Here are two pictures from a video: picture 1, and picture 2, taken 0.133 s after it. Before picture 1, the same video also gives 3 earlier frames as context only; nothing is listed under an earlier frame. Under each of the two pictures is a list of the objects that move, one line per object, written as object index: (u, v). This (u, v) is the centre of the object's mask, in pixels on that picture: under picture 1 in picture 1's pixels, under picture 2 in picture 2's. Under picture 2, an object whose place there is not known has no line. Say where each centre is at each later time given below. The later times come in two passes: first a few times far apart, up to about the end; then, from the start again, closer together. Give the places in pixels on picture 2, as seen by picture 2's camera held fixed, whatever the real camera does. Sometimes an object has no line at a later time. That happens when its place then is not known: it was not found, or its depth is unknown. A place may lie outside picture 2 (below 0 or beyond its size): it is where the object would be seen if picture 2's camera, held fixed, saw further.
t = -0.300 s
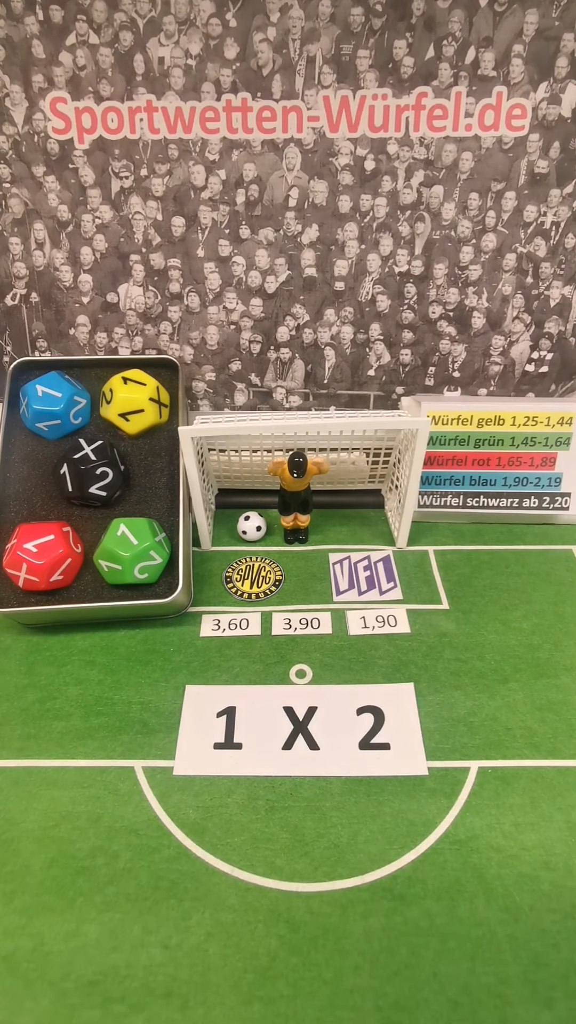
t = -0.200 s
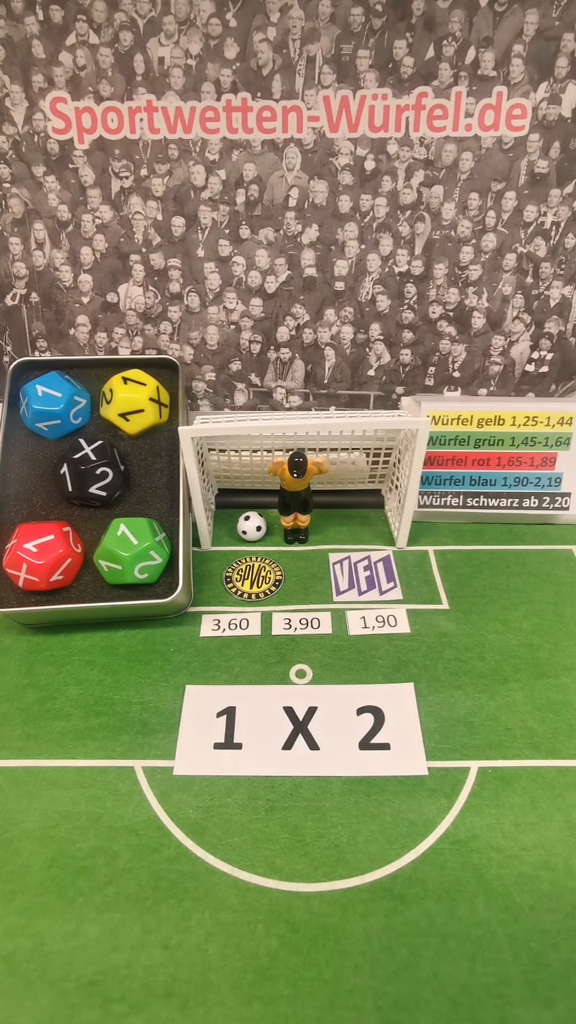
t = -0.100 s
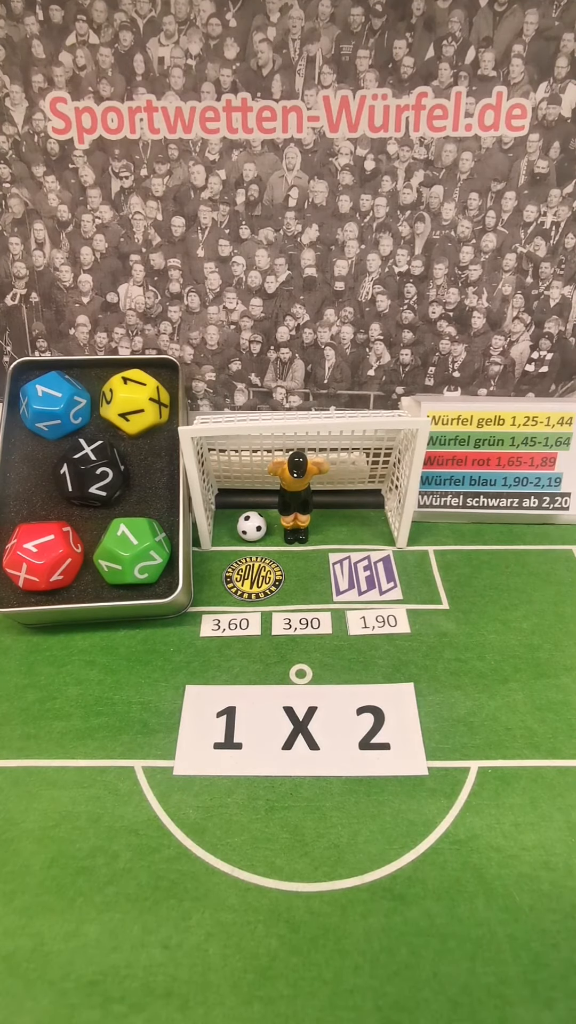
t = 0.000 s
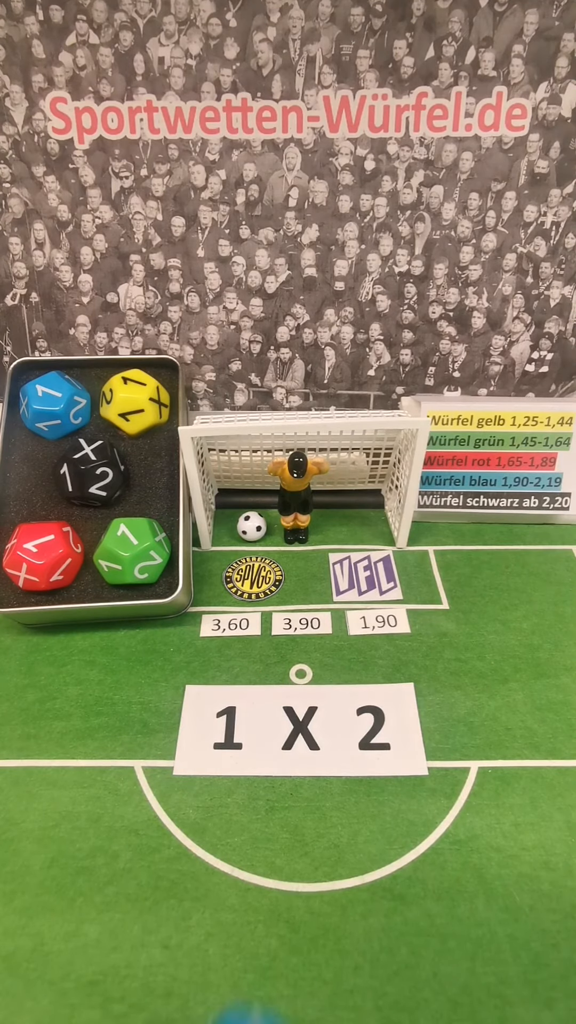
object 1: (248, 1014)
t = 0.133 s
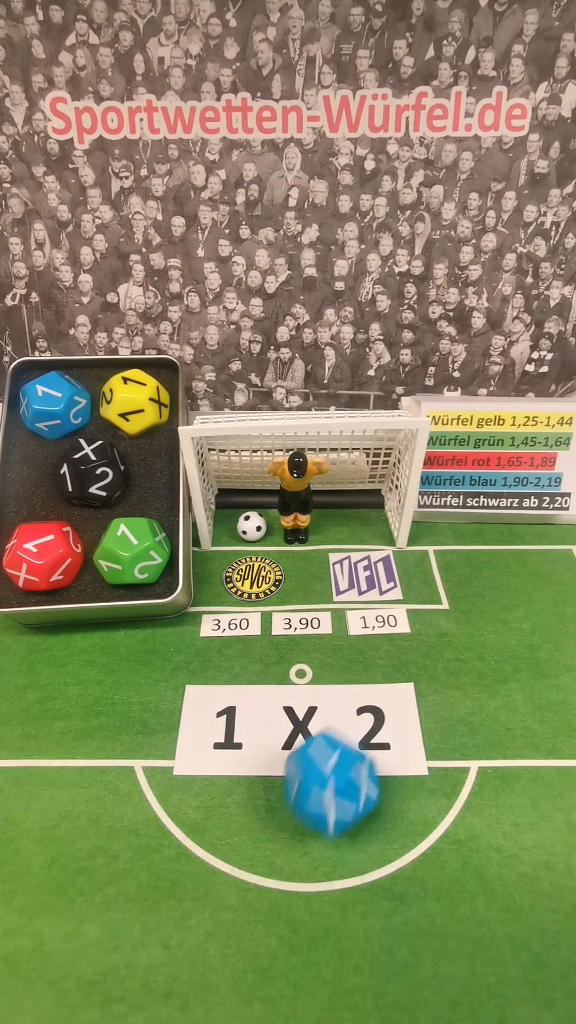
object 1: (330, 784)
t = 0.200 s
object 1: (358, 706)
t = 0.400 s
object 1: (389, 561)
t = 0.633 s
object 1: (369, 540)
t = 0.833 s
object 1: (369, 540)
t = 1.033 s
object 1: (369, 540)
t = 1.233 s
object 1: (369, 540)
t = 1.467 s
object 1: (369, 540)
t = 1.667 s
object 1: (369, 540)
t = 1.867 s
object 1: (369, 540)
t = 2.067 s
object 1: (369, 540)
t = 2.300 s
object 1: (369, 540)
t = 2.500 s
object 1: (369, 539)
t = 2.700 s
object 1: (369, 540)
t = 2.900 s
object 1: (369, 540)
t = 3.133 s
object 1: (369, 540)
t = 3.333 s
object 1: (369, 539)
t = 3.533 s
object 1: (369, 540)
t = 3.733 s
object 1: (369, 540)
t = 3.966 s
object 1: (369, 540)
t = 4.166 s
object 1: (369, 540)
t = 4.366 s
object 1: (369, 539)
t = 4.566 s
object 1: (369, 540)
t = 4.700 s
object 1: (369, 540)
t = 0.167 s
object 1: (346, 742)
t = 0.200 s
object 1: (358, 706)
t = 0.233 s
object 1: (371, 674)
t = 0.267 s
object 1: (378, 649)
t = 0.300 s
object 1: (382, 622)
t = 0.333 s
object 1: (384, 598)
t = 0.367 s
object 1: (388, 580)
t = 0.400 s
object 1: (389, 561)
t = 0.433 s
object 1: (388, 546)
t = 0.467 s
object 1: (380, 545)
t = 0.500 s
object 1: (373, 540)
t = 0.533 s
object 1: (370, 539)
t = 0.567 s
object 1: (369, 540)
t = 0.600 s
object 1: (369, 540)
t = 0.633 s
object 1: (369, 540)
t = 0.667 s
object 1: (369, 540)
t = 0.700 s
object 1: (369, 540)
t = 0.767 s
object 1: (369, 540)
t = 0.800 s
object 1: (369, 540)
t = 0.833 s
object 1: (369, 540)
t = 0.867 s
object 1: (369, 540)
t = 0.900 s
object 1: (369, 540)
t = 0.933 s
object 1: (369, 540)
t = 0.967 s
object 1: (369, 540)
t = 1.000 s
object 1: (369, 540)
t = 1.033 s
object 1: (369, 540)
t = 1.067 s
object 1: (369, 540)
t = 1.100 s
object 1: (369, 540)
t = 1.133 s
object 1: (369, 540)
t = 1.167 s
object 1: (369, 540)
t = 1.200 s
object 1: (369, 540)
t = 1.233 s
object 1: (369, 540)
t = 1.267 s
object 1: (369, 540)
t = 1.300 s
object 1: (369, 540)
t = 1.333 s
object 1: (369, 540)
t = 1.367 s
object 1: (369, 540)
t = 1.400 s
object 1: (369, 540)
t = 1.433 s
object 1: (369, 540)
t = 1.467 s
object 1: (369, 540)
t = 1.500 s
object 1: (369, 540)
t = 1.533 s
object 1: (369, 540)
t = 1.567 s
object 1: (370, 539)
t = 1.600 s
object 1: (369, 540)
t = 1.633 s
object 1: (369, 540)
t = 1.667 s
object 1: (369, 540)
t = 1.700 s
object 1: (369, 540)
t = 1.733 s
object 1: (369, 540)
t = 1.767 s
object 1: (369, 540)
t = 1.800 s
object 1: (369, 540)
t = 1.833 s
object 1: (369, 540)
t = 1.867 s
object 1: (369, 540)
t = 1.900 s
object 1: (369, 540)
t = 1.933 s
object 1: (369, 539)
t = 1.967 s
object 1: (369, 540)
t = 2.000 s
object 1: (369, 540)
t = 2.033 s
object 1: (369, 539)
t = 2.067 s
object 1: (369, 540)
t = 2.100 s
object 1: (369, 540)
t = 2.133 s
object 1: (369, 540)
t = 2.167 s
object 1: (369, 539)
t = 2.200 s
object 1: (369, 540)
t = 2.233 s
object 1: (369, 540)
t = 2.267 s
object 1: (369, 539)
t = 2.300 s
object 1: (369, 540)
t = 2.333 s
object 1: (369, 540)
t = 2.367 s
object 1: (369, 540)
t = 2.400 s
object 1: (369, 539)
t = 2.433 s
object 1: (369, 540)
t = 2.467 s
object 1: (369, 540)
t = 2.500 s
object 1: (369, 539)
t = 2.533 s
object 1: (369, 540)
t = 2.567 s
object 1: (369, 540)
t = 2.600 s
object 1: (369, 540)
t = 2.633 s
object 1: (369, 539)
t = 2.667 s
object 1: (369, 540)
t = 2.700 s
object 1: (369, 540)
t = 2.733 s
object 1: (369, 540)
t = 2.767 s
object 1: (369, 540)
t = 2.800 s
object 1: (369, 540)
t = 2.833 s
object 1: (369, 540)
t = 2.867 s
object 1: (369, 539)
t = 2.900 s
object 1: (369, 540)
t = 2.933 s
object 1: (369, 539)
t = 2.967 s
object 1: (369, 540)
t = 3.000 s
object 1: (369, 540)
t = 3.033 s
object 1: (369, 539)
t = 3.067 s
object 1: (369, 540)
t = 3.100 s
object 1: (369, 539)
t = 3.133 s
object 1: (369, 540)
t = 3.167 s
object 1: (369, 540)
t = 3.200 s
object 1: (369, 540)
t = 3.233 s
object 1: (369, 539)
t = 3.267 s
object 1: (369, 540)
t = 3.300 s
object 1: (369, 540)
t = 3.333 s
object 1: (369, 539)
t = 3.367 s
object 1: (369, 540)
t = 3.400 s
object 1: (369, 540)
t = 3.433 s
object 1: (369, 540)
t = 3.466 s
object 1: (369, 540)
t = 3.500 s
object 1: (369, 540)
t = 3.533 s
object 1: (369, 540)
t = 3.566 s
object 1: (369, 540)
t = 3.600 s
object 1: (369, 540)
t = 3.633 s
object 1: (369, 540)
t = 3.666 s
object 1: (369, 540)
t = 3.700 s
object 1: (369, 540)
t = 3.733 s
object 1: (369, 540)
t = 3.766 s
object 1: (369, 540)
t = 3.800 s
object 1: (369, 540)
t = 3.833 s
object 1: (369, 540)
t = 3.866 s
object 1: (369, 540)
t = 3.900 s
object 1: (369, 540)
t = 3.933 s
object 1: (369, 540)
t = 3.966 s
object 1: (369, 540)
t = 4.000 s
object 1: (369, 540)
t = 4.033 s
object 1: (369, 540)
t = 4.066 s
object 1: (369, 540)
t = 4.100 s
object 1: (369, 540)
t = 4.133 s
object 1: (369, 540)
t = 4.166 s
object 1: (369, 540)
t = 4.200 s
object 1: (369, 540)
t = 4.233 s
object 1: (369, 540)
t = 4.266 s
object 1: (369, 539)
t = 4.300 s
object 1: (369, 539)
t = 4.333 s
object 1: (369, 540)
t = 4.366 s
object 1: (369, 539)
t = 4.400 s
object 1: (369, 540)
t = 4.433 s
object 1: (369, 540)
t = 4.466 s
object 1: (369, 540)
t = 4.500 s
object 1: (369, 539)
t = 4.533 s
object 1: (369, 540)
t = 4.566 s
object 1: (369, 540)
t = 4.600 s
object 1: (369, 539)
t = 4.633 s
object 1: (369, 540)
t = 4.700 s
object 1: (369, 540)
